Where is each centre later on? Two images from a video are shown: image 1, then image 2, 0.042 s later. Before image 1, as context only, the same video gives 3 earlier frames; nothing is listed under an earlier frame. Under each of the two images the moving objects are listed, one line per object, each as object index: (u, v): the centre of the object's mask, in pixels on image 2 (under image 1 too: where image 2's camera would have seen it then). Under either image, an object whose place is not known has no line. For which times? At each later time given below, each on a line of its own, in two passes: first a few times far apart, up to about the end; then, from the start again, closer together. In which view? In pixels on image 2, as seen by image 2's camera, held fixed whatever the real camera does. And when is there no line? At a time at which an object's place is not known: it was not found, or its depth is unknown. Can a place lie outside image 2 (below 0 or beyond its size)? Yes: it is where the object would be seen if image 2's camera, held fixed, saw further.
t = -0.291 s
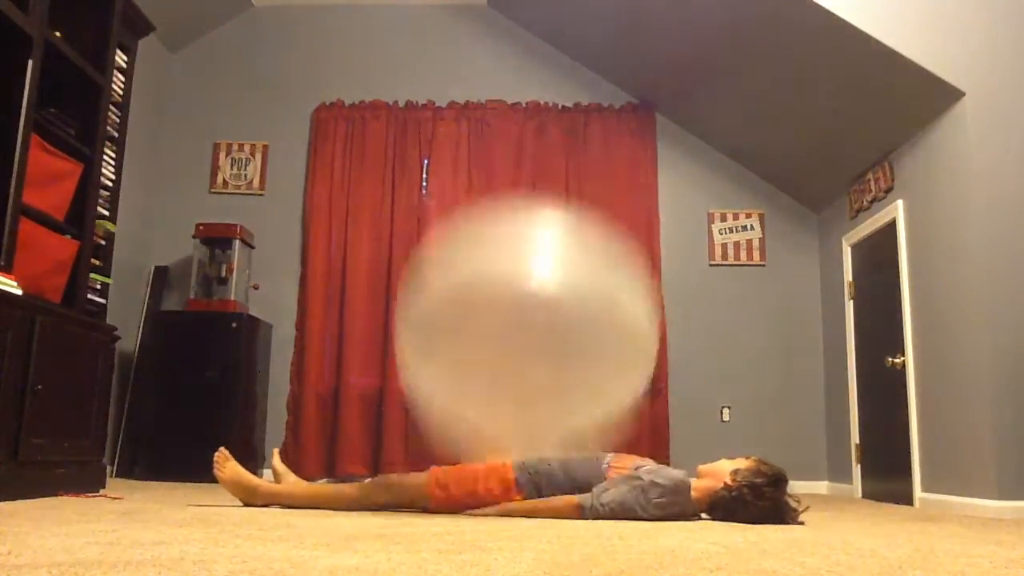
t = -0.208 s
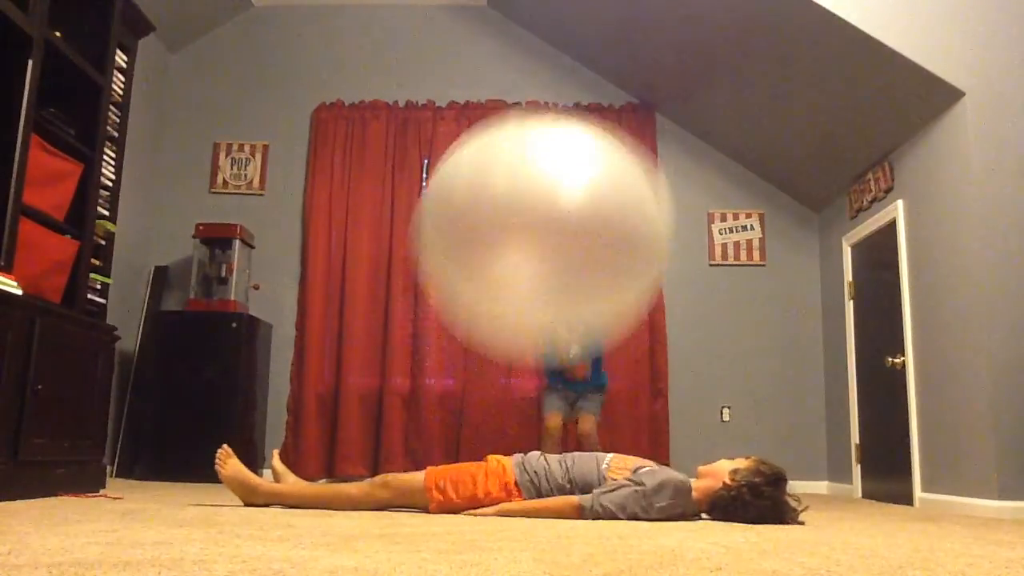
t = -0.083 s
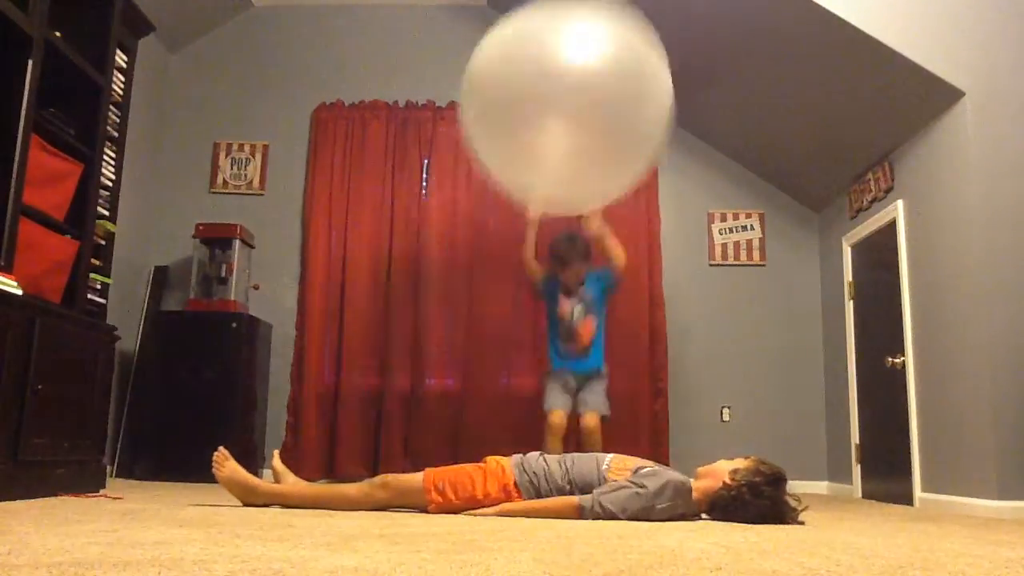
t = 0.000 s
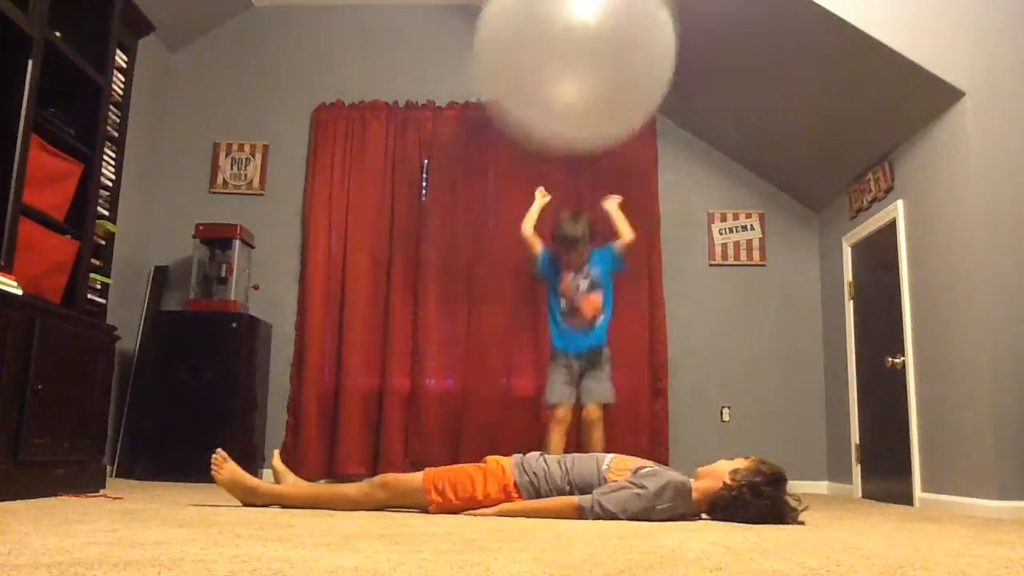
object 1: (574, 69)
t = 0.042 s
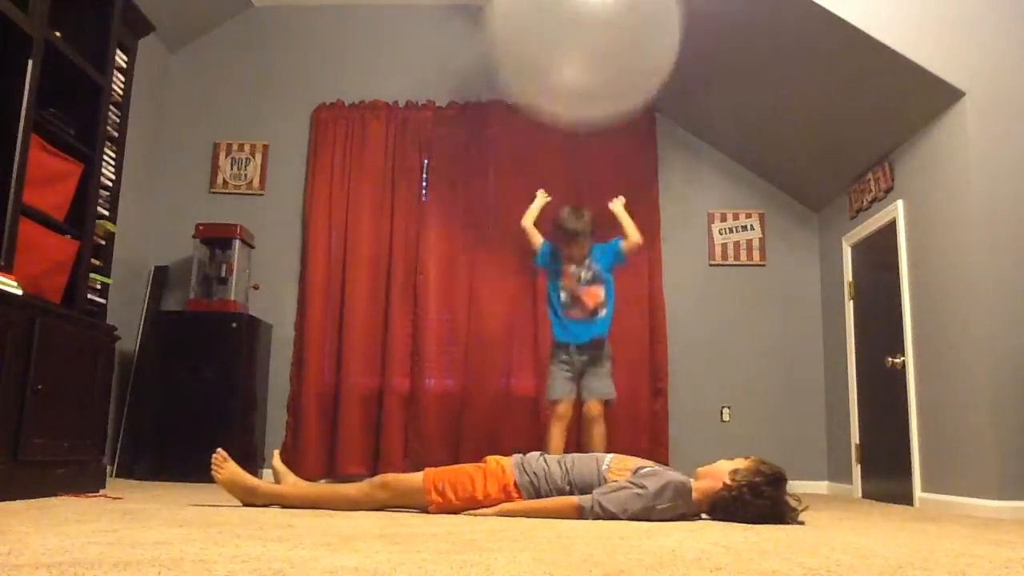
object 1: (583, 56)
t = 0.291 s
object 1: (496, 104)
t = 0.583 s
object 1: (408, 262)
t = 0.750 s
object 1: (354, 334)
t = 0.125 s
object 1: (579, 47)
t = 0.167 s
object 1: (551, 60)
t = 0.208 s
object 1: (538, 66)
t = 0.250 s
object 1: (517, 80)
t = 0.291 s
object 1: (496, 104)
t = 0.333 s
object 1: (484, 126)
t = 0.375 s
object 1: (468, 153)
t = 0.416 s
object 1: (454, 178)
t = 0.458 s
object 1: (443, 200)
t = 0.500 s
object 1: (430, 227)
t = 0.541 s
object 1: (421, 248)
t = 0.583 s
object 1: (408, 262)
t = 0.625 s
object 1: (398, 276)
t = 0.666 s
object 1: (382, 293)
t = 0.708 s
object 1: (368, 311)
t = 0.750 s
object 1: (354, 334)
